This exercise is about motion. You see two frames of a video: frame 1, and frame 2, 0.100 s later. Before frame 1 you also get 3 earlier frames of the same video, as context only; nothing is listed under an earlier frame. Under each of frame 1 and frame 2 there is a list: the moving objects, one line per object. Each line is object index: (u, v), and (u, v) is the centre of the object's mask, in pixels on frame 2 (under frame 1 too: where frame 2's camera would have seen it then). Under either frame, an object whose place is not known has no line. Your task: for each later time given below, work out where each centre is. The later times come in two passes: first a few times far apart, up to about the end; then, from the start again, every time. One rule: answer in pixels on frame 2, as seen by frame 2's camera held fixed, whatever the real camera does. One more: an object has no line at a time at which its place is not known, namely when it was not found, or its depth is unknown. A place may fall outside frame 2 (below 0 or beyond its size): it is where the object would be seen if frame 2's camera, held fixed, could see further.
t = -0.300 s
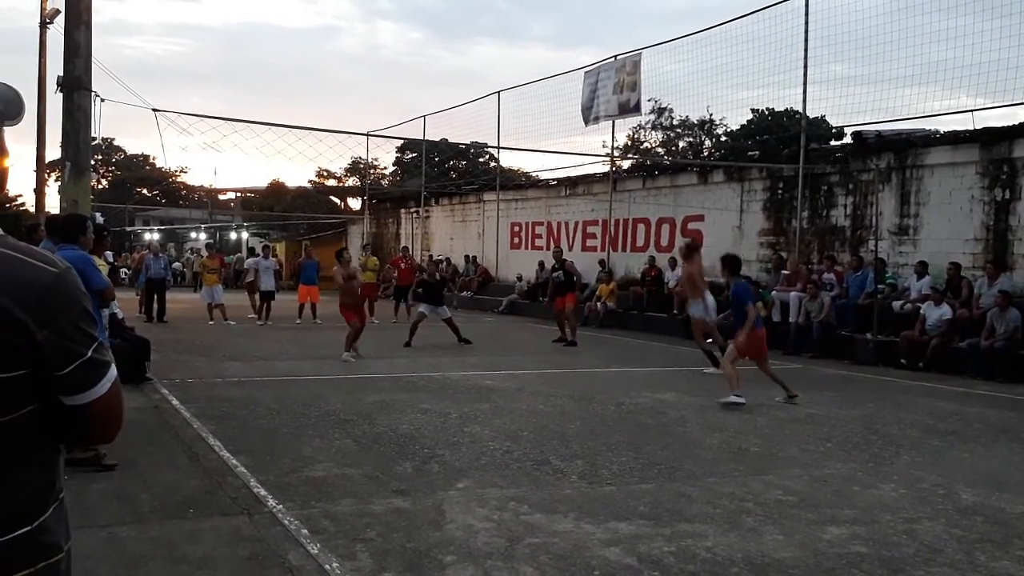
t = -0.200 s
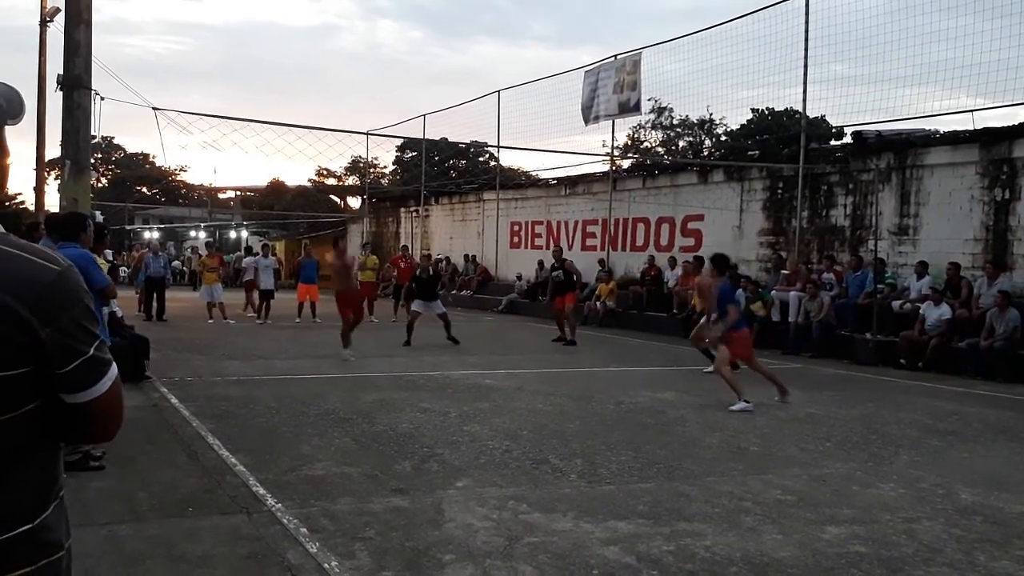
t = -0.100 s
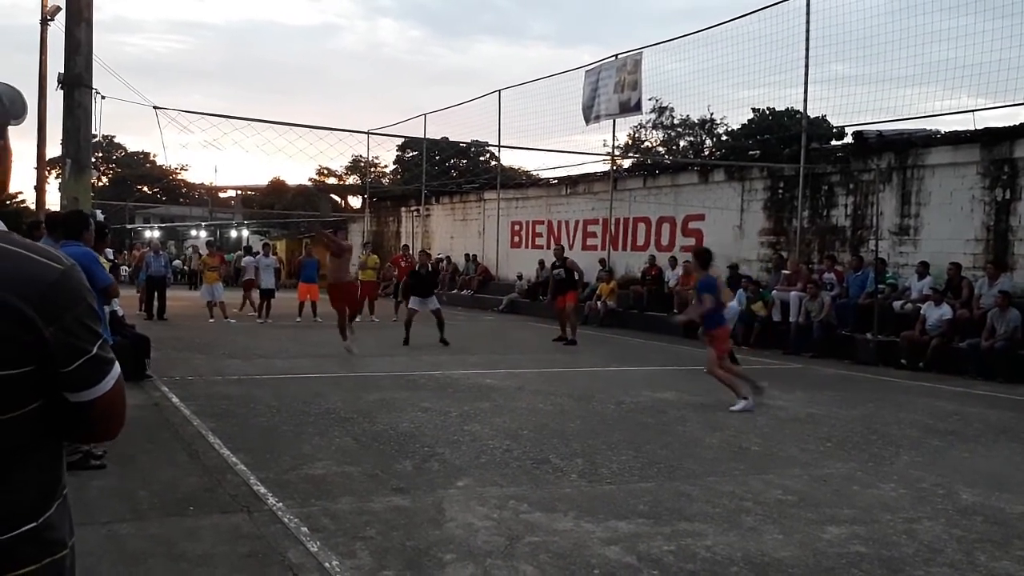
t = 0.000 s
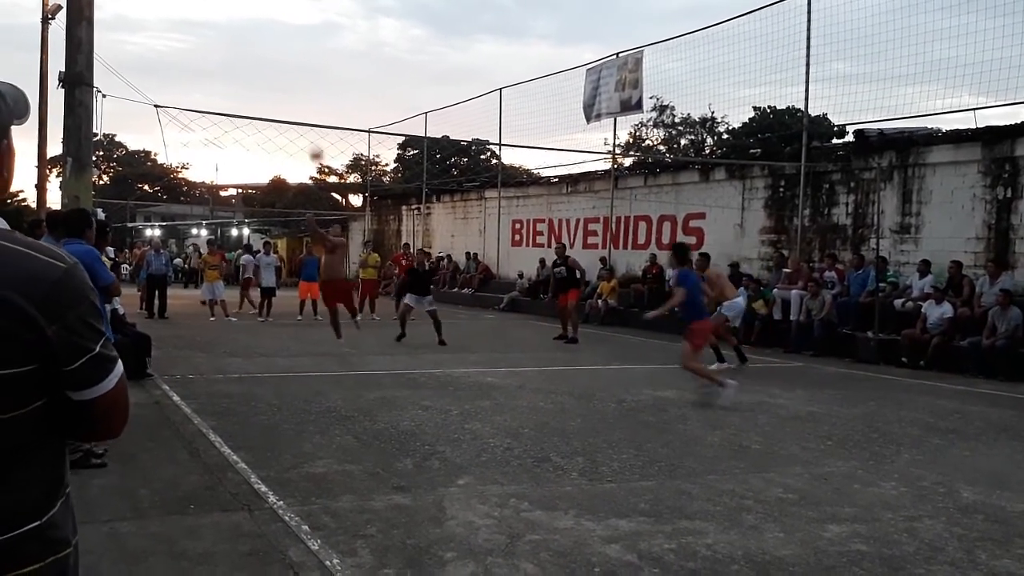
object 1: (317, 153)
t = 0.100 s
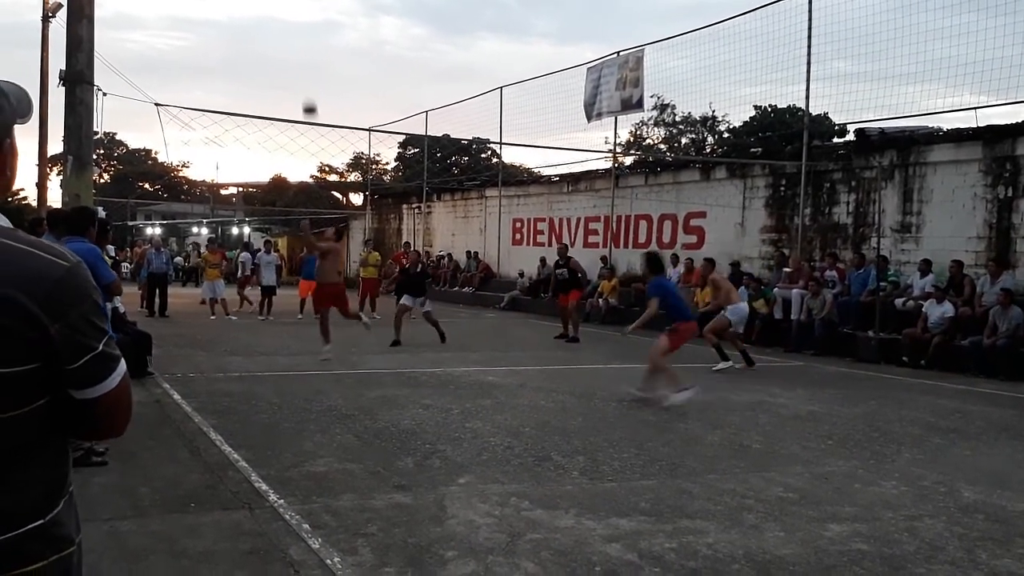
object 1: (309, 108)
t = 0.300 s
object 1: (295, 45)
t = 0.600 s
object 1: (275, 10)
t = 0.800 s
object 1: (261, 18)
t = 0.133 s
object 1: (307, 95)
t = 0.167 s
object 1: (304, 83)
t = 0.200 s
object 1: (302, 72)
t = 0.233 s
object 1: (300, 62)
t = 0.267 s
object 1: (298, 53)
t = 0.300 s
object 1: (295, 45)
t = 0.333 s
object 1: (293, 37)
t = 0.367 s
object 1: (290, 31)
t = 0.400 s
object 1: (288, 25)
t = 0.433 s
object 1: (286, 21)
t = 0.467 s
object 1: (283, 17)
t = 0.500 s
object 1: (281, 14)
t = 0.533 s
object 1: (279, 12)
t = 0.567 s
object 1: (277, 11)
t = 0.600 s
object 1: (275, 10)
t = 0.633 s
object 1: (273, 10)
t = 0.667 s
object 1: (270, 10)
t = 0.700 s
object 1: (268, 10)
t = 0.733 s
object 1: (265, 12)
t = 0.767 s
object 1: (263, 15)
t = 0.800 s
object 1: (261, 18)
